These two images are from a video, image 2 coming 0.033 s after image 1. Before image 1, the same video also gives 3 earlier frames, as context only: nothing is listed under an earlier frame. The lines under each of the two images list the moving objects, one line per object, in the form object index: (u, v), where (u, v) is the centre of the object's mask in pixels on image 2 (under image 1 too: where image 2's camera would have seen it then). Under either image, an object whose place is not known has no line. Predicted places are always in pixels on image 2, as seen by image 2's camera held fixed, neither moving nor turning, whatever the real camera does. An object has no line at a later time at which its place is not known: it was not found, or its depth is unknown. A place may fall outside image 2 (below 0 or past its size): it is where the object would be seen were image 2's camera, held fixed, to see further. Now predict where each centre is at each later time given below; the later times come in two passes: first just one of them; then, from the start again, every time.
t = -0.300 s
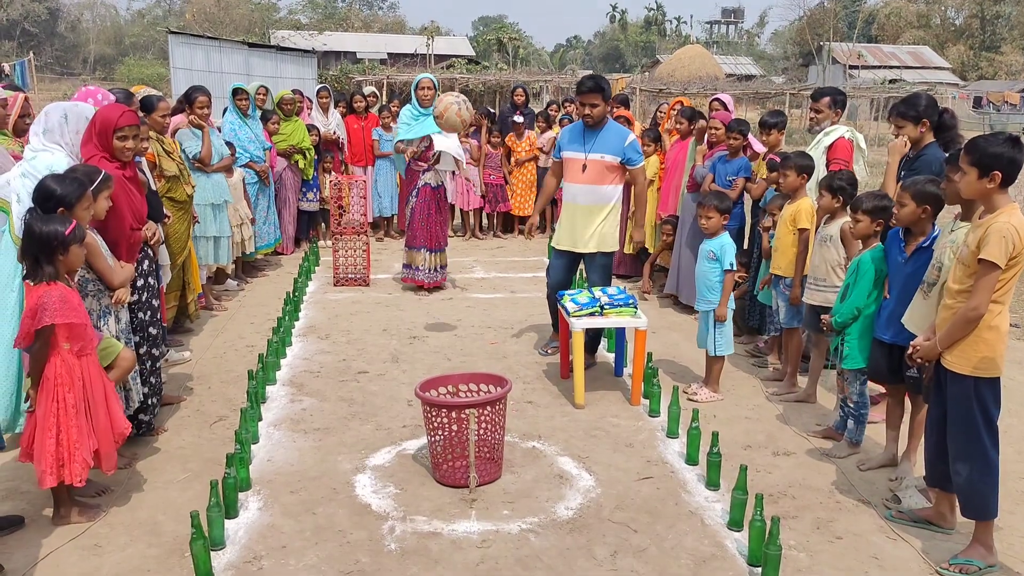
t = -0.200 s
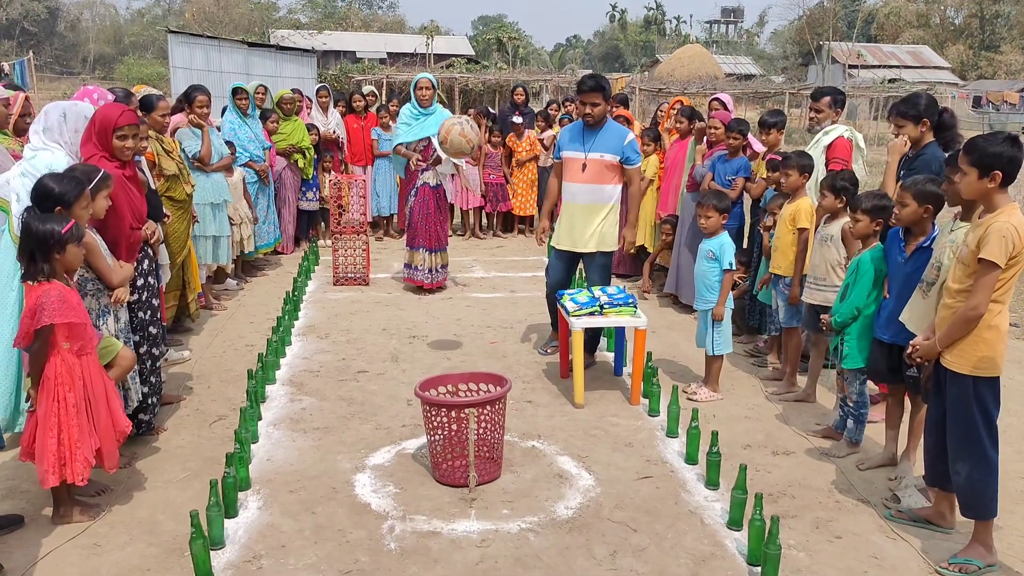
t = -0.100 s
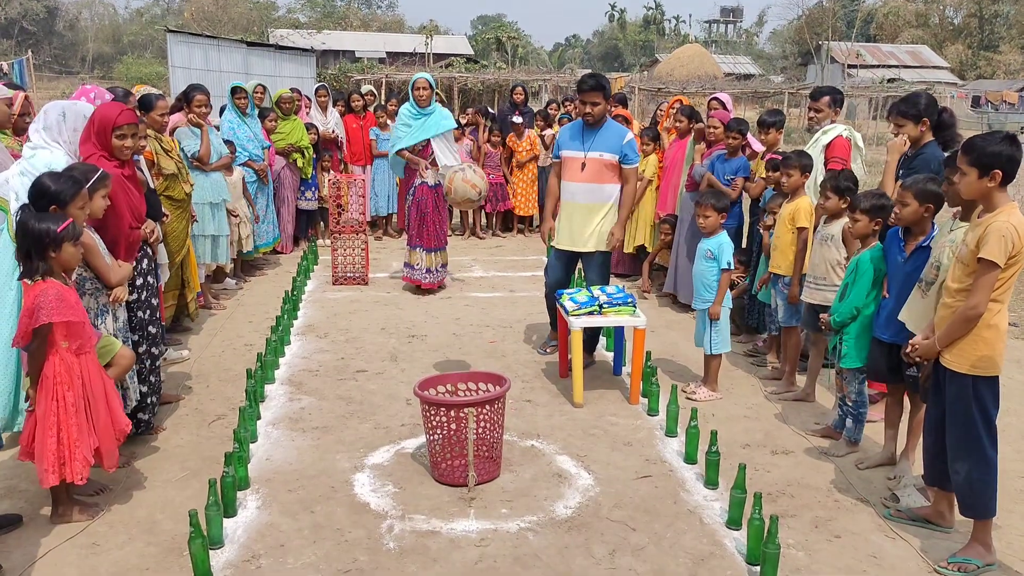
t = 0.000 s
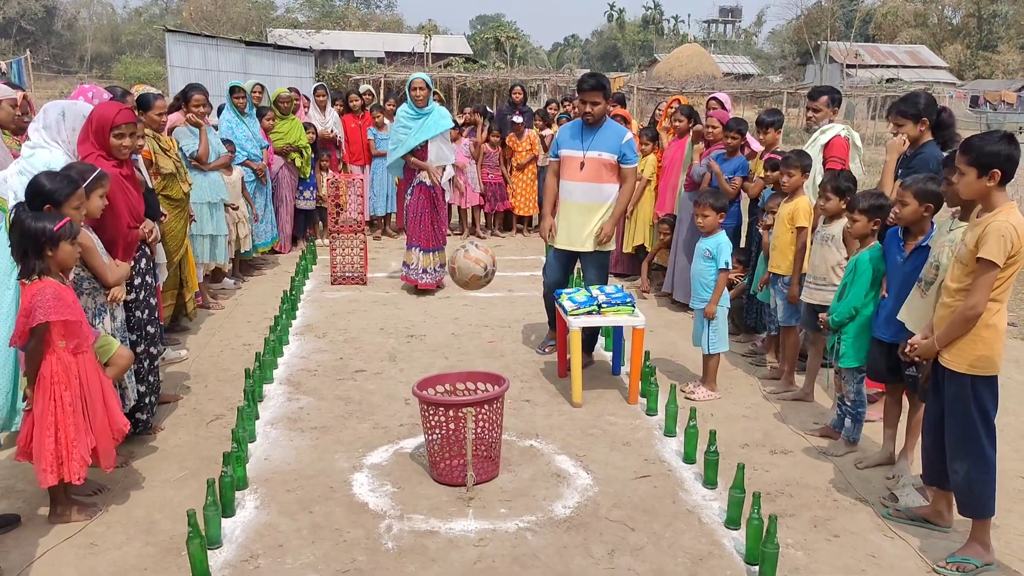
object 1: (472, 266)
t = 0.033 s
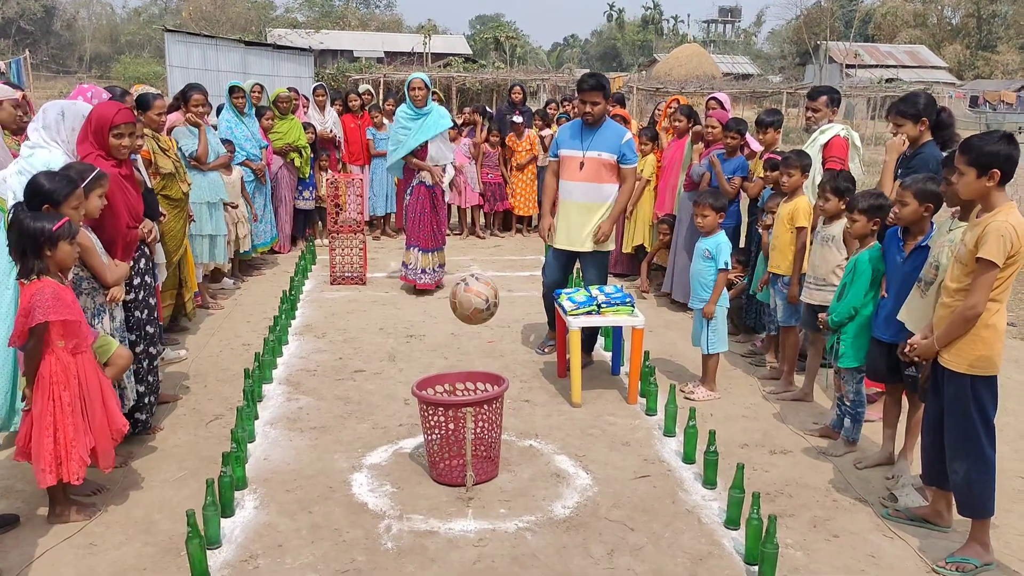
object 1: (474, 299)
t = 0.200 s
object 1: (507, 327)
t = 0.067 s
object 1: (477, 337)
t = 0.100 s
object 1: (482, 353)
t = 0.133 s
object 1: (490, 343)
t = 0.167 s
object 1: (499, 333)
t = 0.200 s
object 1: (507, 327)
